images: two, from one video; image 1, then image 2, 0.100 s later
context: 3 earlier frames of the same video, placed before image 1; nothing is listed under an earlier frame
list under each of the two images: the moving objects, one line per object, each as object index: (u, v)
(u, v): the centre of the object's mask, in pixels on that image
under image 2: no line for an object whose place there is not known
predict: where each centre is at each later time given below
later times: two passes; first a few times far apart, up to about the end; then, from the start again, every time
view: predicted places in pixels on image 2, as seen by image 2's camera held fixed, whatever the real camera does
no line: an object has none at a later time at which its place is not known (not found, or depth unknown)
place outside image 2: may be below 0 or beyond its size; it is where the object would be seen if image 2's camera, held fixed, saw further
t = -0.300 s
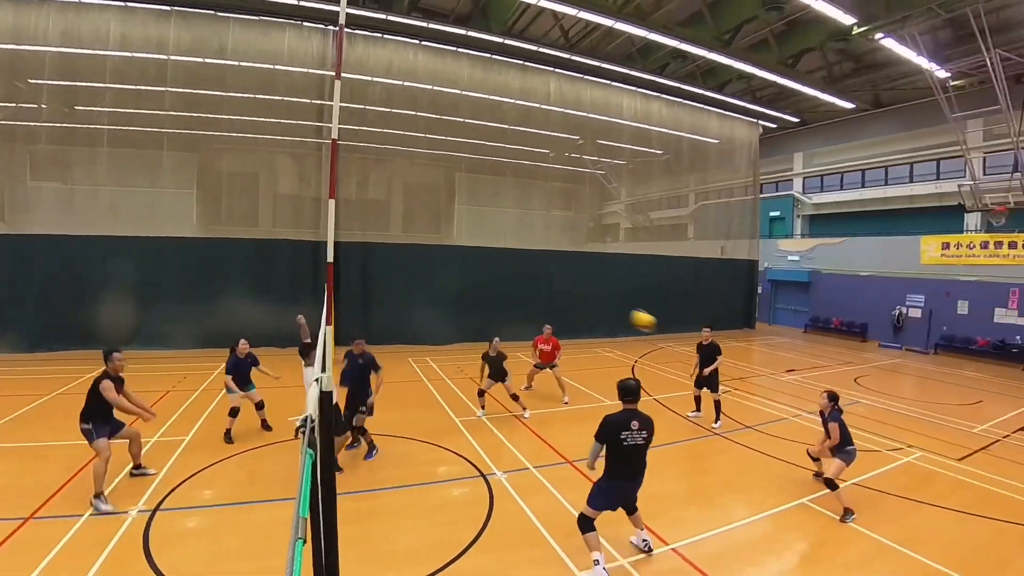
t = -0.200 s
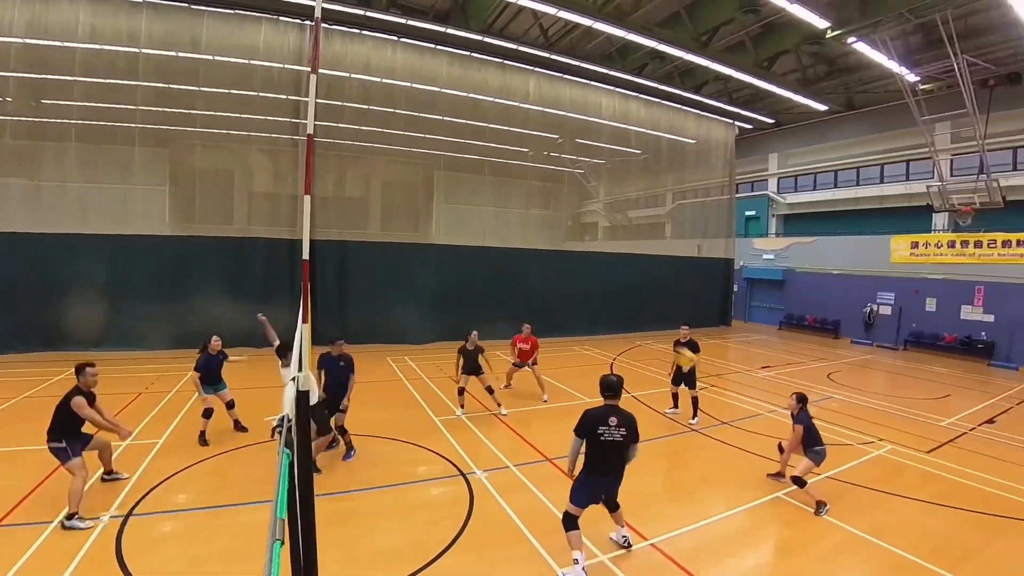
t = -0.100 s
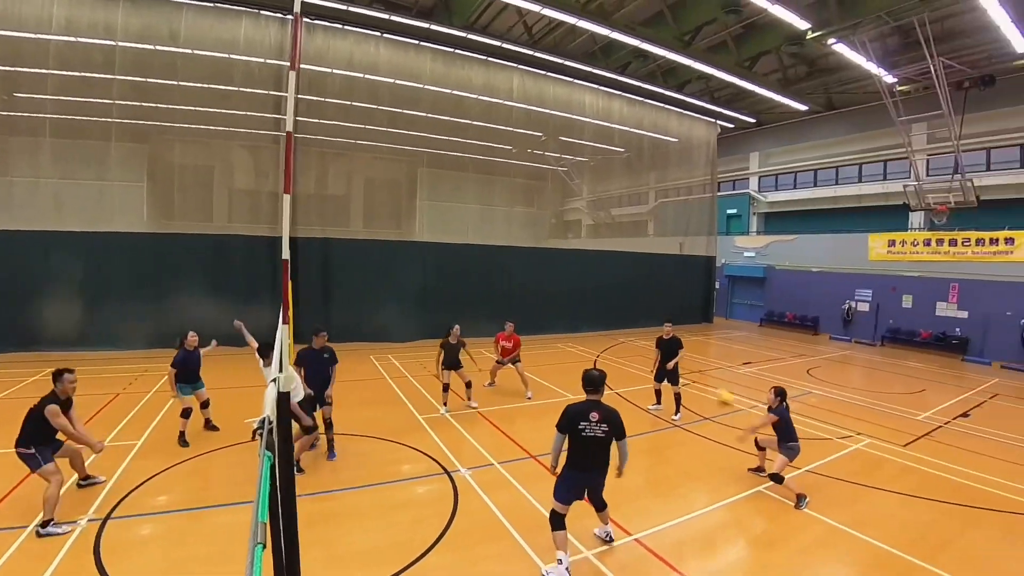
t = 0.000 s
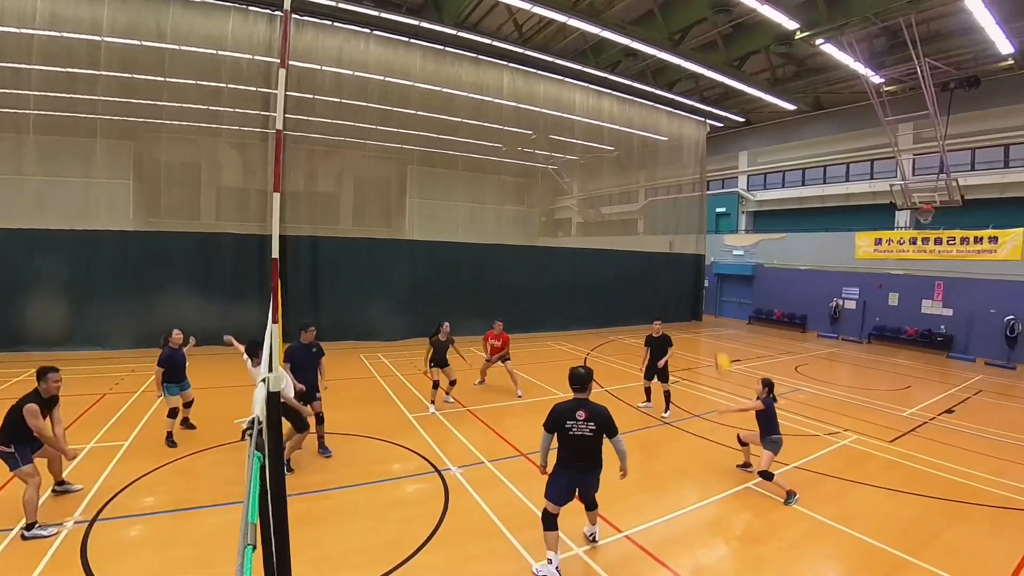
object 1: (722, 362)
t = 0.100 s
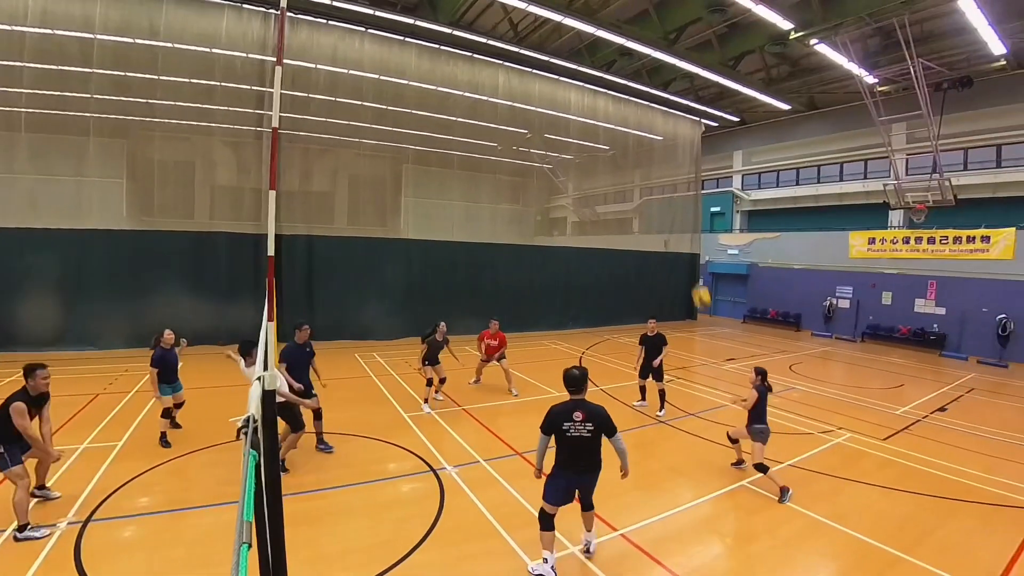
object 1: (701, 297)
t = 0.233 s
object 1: (679, 221)
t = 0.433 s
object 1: (646, 143)
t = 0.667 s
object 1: (612, 94)
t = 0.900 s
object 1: (578, 87)
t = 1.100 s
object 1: (552, 111)
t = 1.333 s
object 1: (522, 171)
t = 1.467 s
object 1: (506, 218)
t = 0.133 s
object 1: (695, 276)
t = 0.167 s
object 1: (691, 258)
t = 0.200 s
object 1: (685, 238)
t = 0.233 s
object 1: (679, 221)
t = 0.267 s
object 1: (674, 205)
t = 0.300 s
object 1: (669, 190)
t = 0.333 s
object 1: (663, 176)
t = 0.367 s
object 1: (658, 163)
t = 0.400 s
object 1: (652, 154)
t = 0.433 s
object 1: (646, 143)
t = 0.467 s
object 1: (641, 133)
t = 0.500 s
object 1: (636, 123)
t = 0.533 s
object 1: (632, 118)
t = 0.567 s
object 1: (626, 110)
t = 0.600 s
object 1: (621, 104)
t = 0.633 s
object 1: (616, 99)
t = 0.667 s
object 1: (612, 94)
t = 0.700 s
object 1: (607, 90)
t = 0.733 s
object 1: (602, 89)
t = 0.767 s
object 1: (597, 87)
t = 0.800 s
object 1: (593, 86)
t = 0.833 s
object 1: (588, 86)
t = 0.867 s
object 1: (583, 86)
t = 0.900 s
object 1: (578, 87)
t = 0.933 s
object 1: (575, 90)
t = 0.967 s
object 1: (570, 93)
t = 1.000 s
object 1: (566, 96)
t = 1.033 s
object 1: (561, 101)
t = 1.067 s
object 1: (556, 106)
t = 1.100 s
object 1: (552, 111)
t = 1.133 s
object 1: (548, 119)
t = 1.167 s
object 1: (543, 125)
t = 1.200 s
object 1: (539, 132)
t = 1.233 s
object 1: (535, 140)
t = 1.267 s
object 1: (531, 149)
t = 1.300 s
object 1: (527, 159)
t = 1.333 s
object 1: (522, 171)
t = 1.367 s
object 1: (518, 180)
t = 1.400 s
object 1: (514, 192)
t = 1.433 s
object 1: (510, 204)
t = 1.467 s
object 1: (506, 218)
